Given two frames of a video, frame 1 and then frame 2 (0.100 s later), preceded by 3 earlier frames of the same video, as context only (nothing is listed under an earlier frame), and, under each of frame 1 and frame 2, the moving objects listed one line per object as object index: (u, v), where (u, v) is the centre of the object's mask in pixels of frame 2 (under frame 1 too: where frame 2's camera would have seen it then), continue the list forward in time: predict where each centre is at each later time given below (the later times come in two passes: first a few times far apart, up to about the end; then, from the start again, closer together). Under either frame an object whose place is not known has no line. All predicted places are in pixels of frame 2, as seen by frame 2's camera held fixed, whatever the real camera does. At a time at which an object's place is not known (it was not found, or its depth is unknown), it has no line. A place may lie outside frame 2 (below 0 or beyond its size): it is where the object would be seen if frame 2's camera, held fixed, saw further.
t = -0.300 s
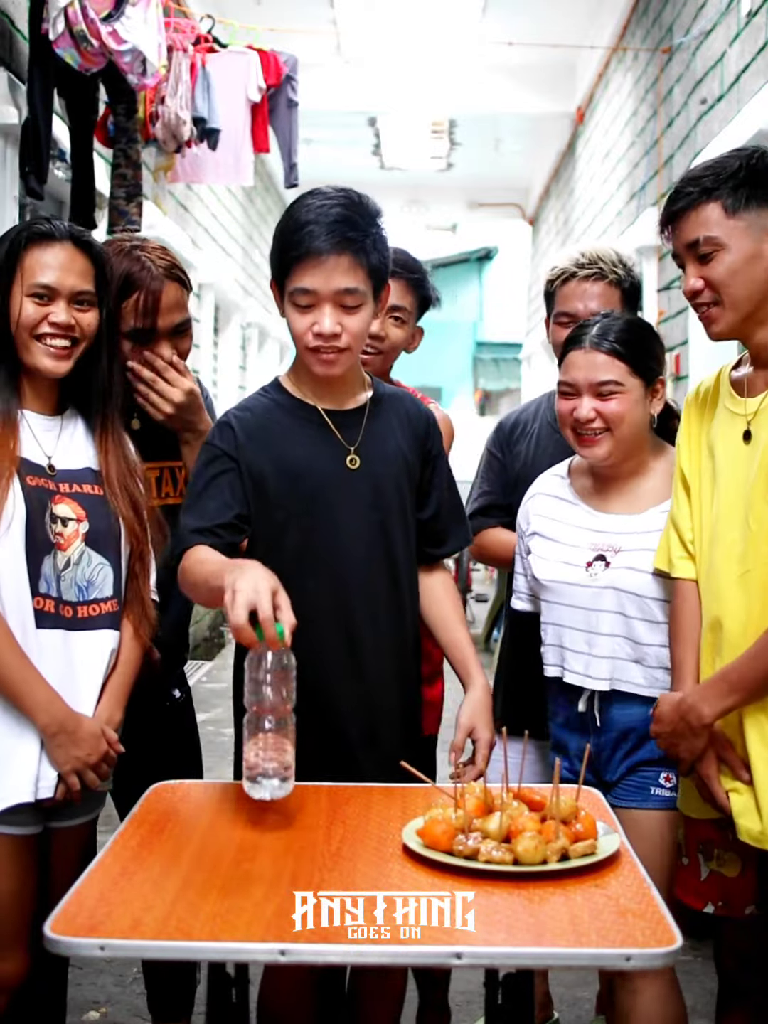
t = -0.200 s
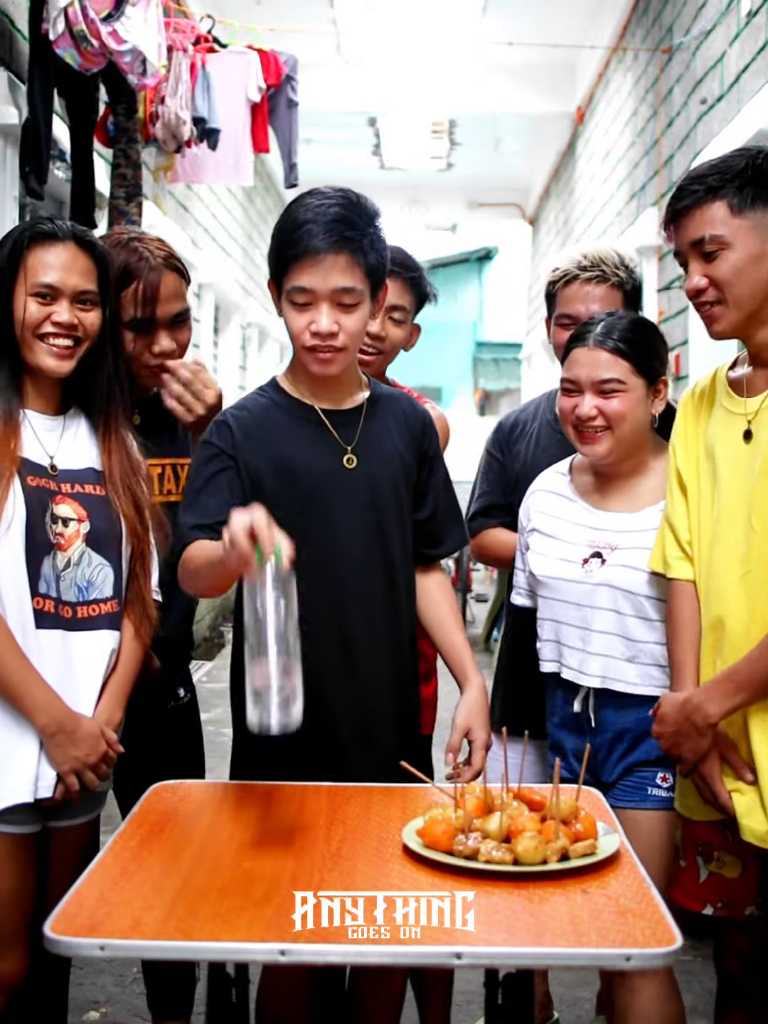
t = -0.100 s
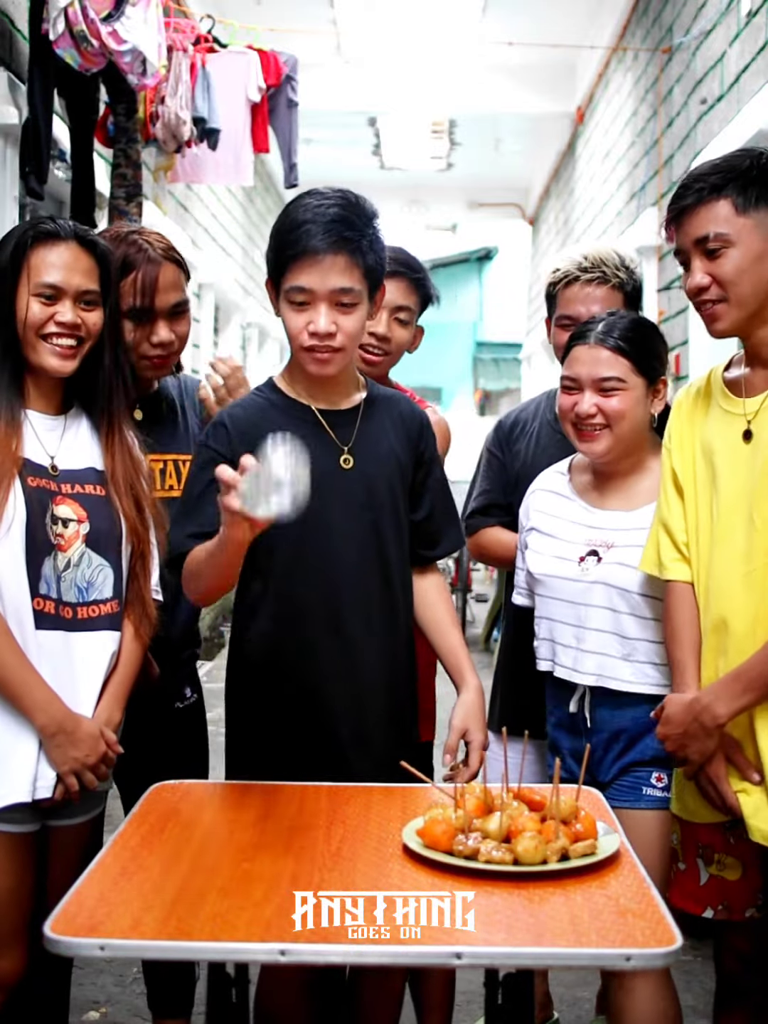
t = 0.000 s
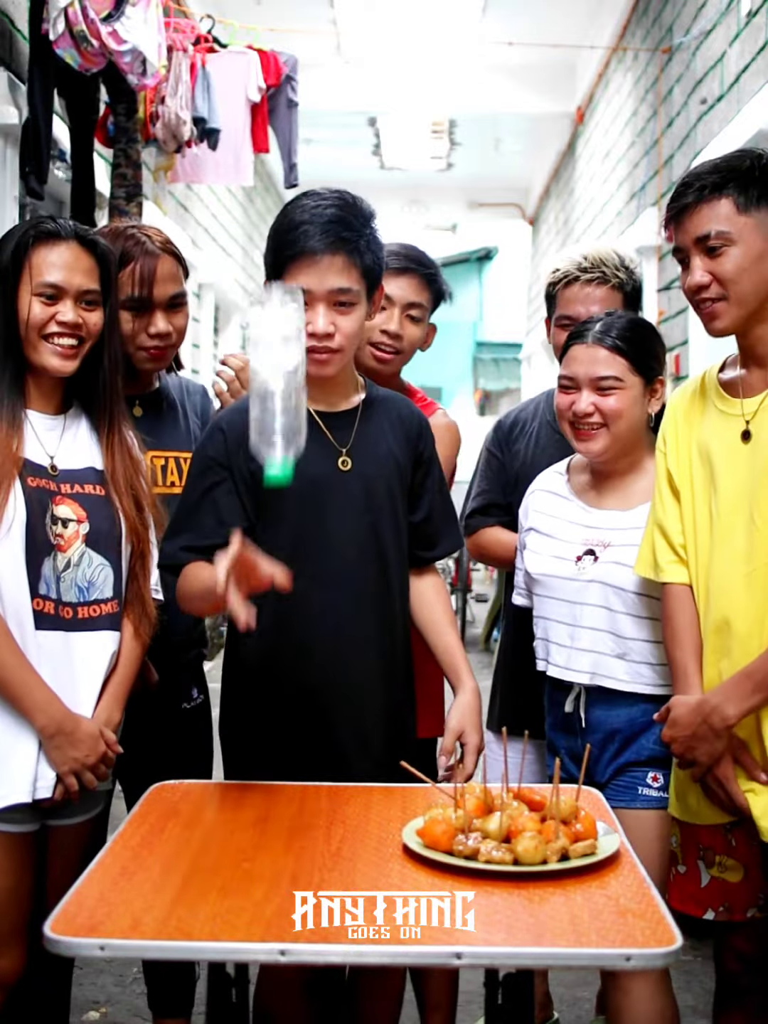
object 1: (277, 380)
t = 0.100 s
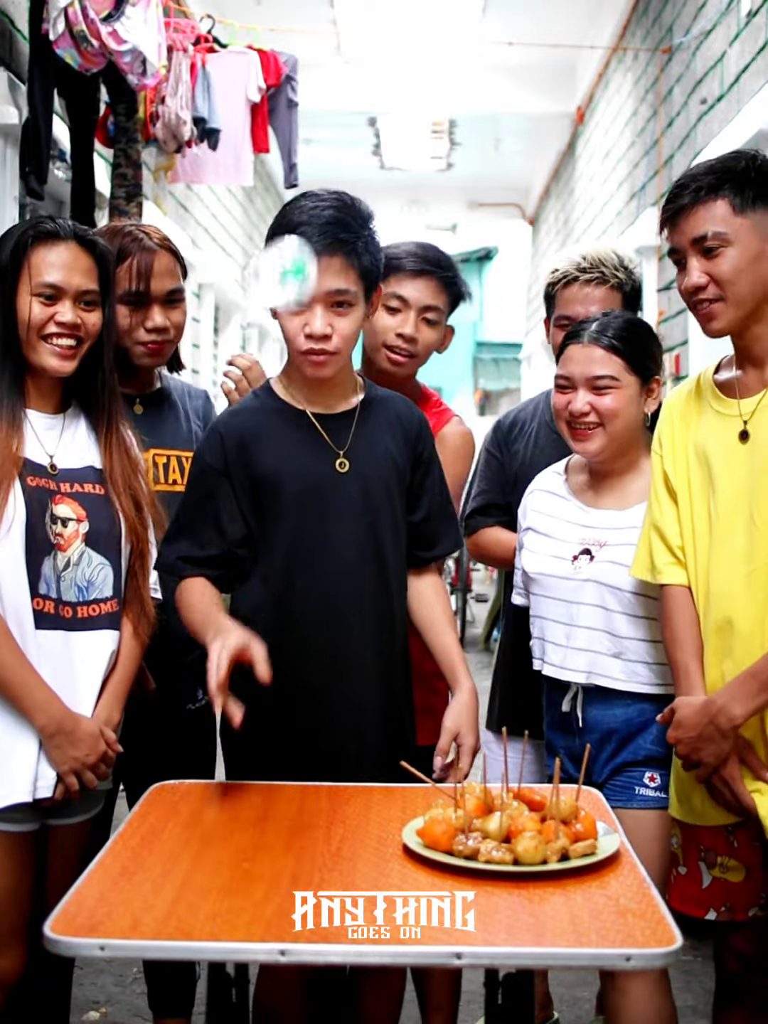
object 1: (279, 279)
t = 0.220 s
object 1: (273, 296)
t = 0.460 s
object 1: (259, 755)
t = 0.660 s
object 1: (246, 821)
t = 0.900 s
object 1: (236, 821)
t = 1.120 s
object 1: (239, 821)
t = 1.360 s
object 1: (249, 821)
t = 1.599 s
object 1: (254, 821)
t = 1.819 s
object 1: (256, 821)
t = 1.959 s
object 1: (254, 821)
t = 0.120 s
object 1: (279, 267)
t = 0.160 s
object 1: (275, 275)
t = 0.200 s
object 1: (274, 282)
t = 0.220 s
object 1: (273, 296)
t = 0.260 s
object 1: (271, 338)
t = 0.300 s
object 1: (268, 393)
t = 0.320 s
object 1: (266, 422)
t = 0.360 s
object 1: (265, 505)
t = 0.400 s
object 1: (263, 596)
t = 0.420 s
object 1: (261, 645)
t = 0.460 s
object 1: (259, 755)
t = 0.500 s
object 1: (256, 808)
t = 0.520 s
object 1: (254, 820)
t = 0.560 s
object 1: (252, 819)
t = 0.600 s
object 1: (249, 821)
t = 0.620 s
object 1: (248, 821)
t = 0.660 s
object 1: (246, 821)
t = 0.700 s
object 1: (244, 821)
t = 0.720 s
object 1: (243, 821)
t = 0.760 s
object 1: (241, 821)
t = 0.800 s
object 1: (238, 821)
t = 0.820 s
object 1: (237, 821)
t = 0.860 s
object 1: (236, 821)
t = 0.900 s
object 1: (236, 821)
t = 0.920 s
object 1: (236, 821)
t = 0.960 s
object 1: (236, 821)
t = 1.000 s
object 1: (235, 821)
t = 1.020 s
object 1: (235, 821)
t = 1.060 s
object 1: (236, 821)
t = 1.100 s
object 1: (238, 821)
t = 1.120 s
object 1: (239, 821)
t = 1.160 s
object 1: (240, 821)
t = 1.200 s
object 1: (242, 821)
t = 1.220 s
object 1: (243, 821)
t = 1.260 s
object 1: (245, 821)
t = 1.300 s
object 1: (247, 821)
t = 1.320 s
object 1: (248, 821)
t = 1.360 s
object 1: (249, 821)
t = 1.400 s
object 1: (250, 821)
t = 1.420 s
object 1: (251, 821)
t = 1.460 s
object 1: (252, 821)
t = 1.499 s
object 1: (253, 821)
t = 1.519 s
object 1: (254, 821)
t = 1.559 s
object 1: (254, 821)
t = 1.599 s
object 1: (254, 821)
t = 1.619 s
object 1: (255, 821)
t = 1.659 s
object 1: (256, 821)
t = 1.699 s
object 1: (256, 821)
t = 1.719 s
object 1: (256, 821)
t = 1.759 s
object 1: (256, 821)
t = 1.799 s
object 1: (256, 821)
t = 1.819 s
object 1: (256, 821)
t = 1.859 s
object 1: (256, 821)
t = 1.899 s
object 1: (256, 821)
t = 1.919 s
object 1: (255, 821)
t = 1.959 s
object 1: (254, 821)
